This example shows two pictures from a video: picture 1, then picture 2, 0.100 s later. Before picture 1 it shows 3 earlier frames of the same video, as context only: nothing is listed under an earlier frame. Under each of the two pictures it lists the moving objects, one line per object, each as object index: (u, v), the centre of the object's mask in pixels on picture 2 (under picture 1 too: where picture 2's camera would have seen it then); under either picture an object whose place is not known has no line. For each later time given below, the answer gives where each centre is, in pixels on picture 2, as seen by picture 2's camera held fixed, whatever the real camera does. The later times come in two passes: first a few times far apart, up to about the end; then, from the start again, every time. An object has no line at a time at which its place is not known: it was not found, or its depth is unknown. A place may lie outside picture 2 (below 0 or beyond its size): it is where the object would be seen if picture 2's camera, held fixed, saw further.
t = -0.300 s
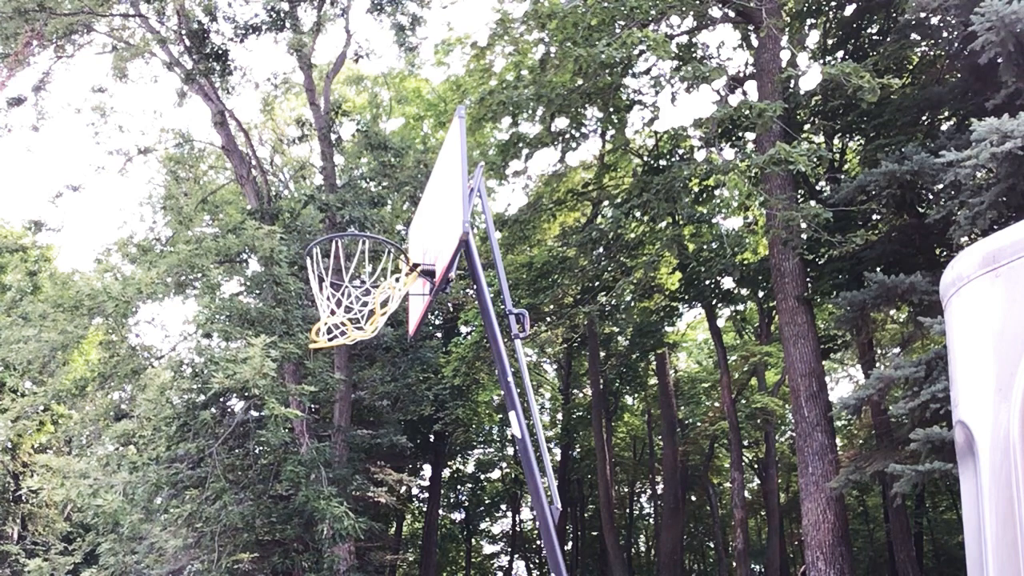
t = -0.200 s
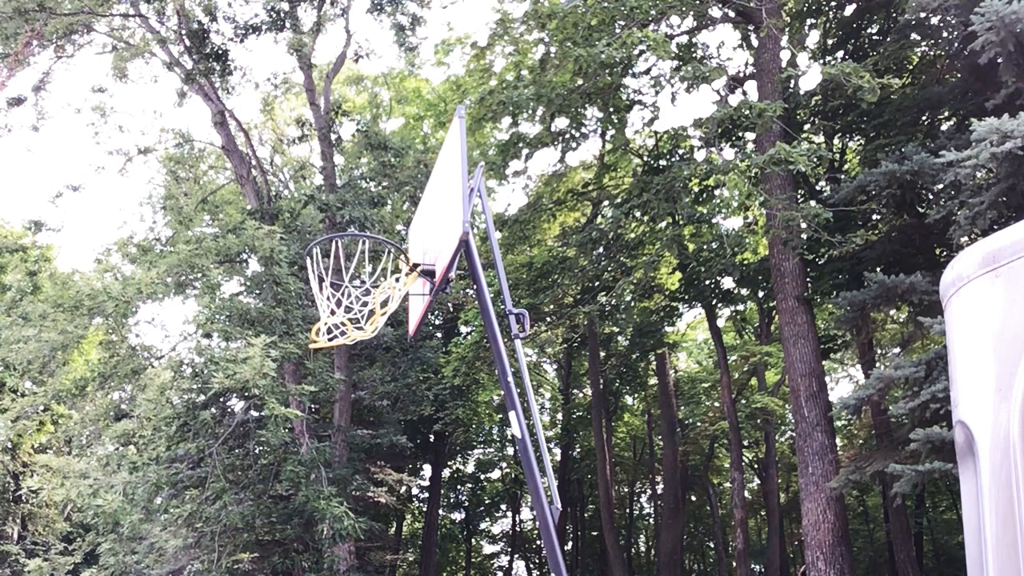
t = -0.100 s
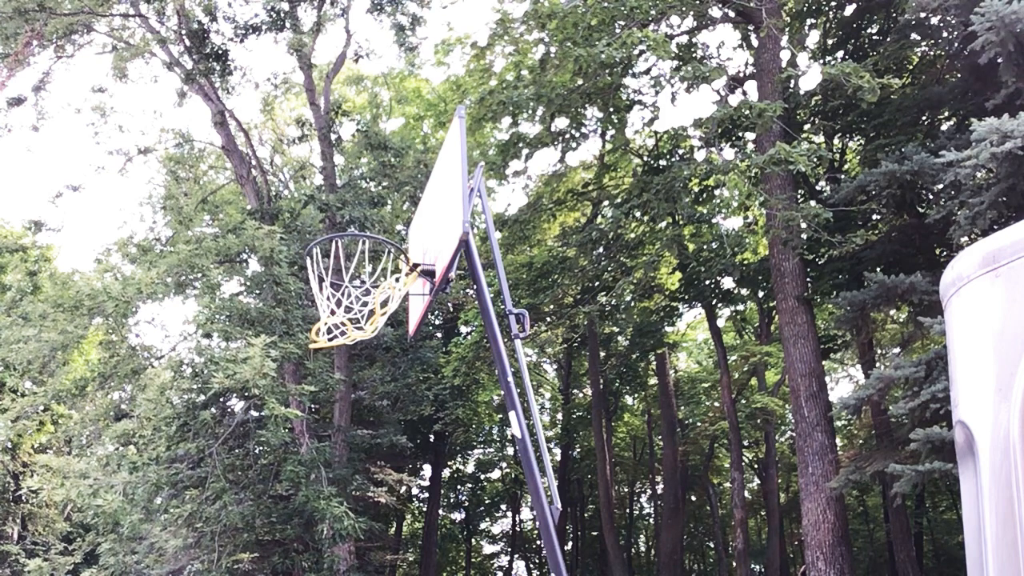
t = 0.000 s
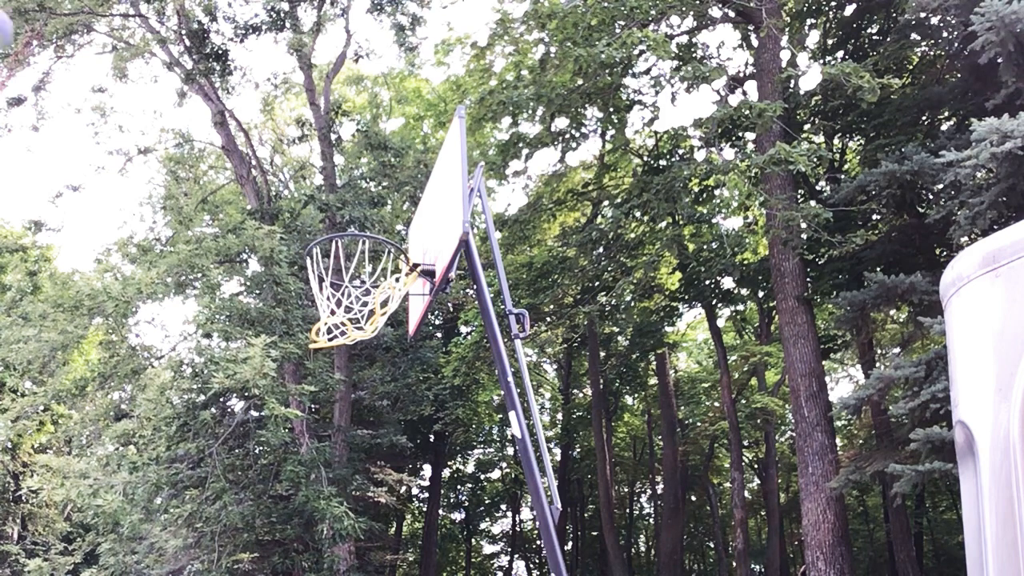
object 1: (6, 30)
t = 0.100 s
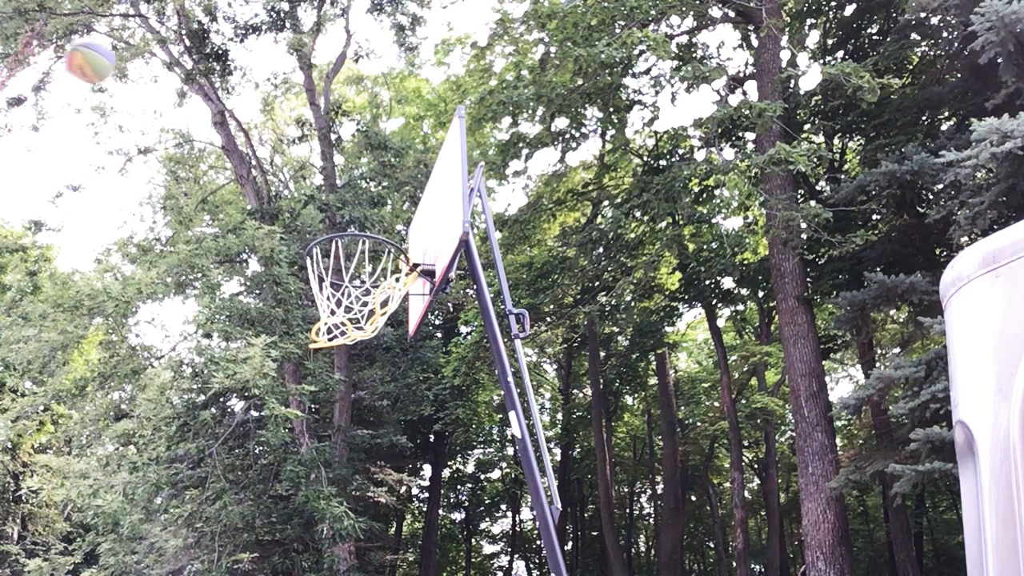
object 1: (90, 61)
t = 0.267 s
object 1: (243, 144)
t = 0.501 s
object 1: (348, 311)
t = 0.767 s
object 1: (228, 391)
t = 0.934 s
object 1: (133, 513)
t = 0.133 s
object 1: (122, 74)
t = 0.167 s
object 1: (155, 91)
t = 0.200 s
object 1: (185, 106)
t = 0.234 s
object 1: (215, 125)
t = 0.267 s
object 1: (243, 144)
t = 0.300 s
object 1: (271, 166)
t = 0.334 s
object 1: (301, 189)
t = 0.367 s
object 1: (329, 212)
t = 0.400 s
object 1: (358, 237)
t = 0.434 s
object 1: (379, 265)
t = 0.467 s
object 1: (362, 286)
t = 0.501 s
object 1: (348, 311)
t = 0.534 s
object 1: (330, 328)
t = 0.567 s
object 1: (314, 333)
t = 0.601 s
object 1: (304, 337)
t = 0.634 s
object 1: (290, 344)
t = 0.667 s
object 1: (276, 351)
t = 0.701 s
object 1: (261, 362)
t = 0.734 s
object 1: (245, 375)
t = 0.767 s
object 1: (228, 391)
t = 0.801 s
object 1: (212, 410)
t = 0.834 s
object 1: (194, 431)
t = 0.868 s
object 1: (174, 456)
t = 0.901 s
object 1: (154, 483)
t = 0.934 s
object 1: (133, 513)
